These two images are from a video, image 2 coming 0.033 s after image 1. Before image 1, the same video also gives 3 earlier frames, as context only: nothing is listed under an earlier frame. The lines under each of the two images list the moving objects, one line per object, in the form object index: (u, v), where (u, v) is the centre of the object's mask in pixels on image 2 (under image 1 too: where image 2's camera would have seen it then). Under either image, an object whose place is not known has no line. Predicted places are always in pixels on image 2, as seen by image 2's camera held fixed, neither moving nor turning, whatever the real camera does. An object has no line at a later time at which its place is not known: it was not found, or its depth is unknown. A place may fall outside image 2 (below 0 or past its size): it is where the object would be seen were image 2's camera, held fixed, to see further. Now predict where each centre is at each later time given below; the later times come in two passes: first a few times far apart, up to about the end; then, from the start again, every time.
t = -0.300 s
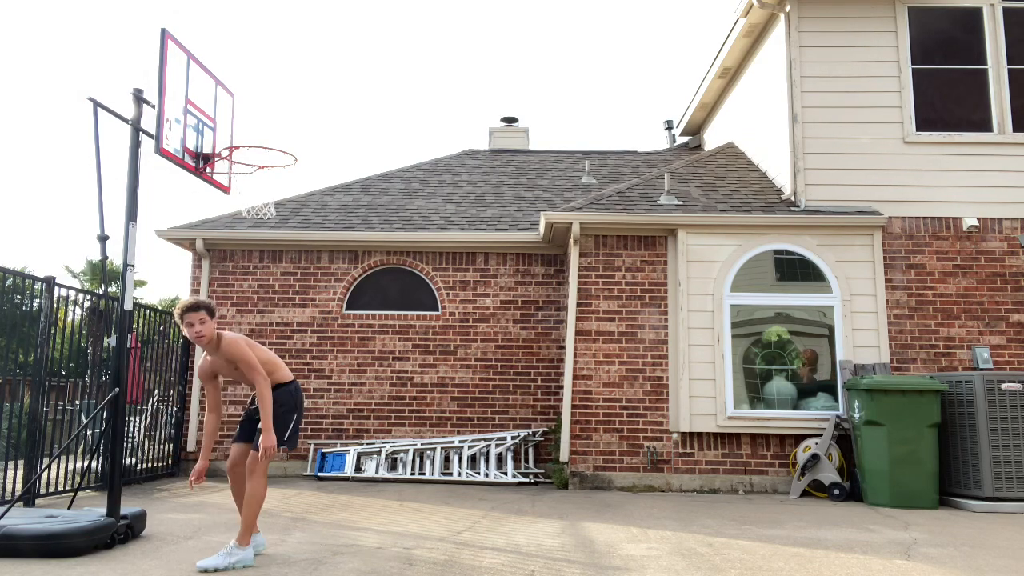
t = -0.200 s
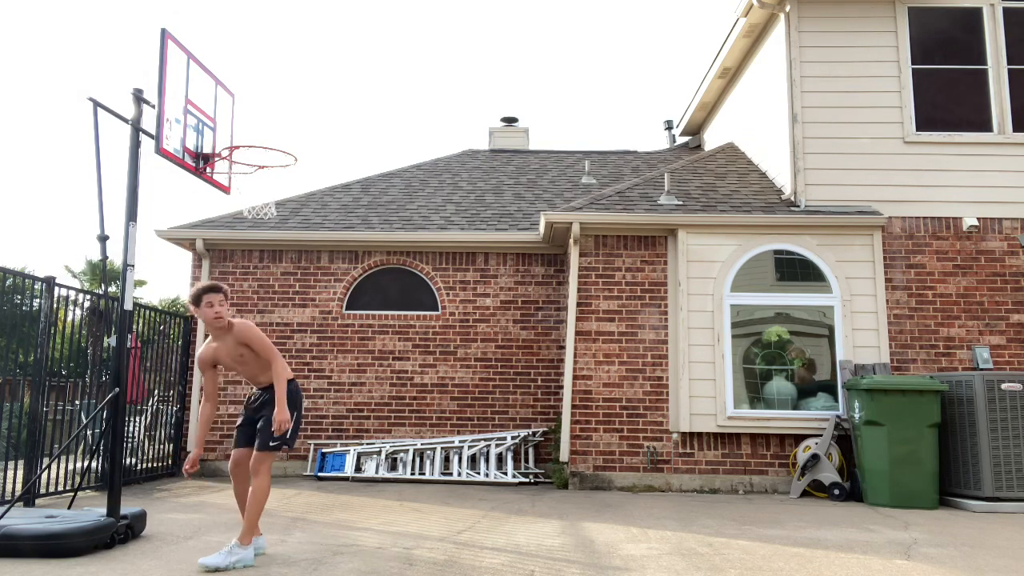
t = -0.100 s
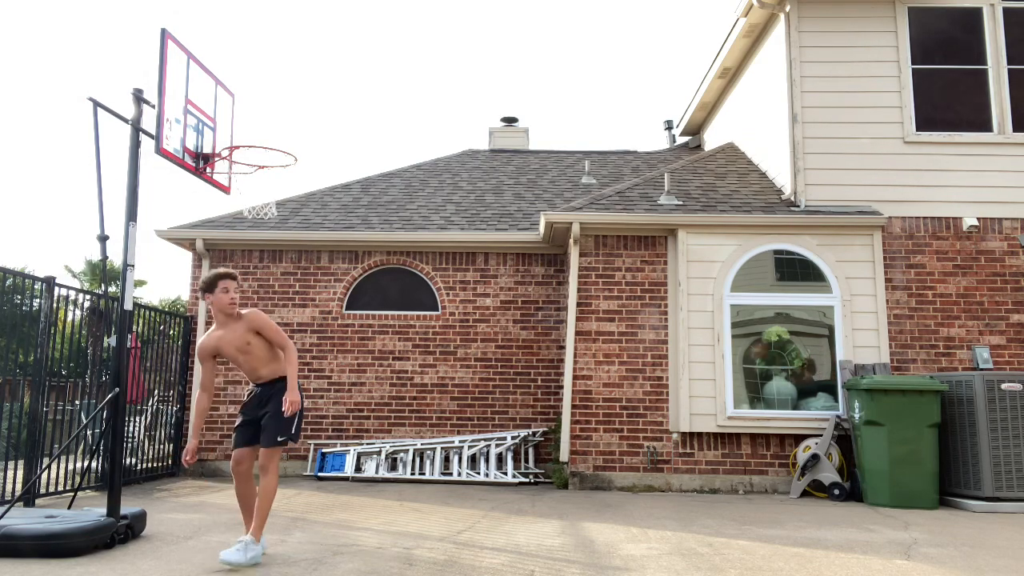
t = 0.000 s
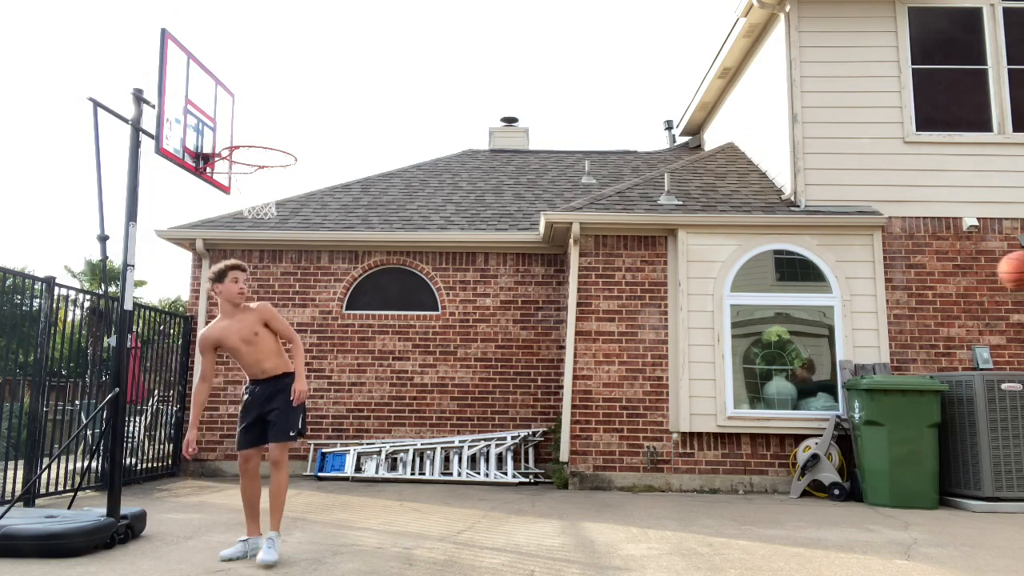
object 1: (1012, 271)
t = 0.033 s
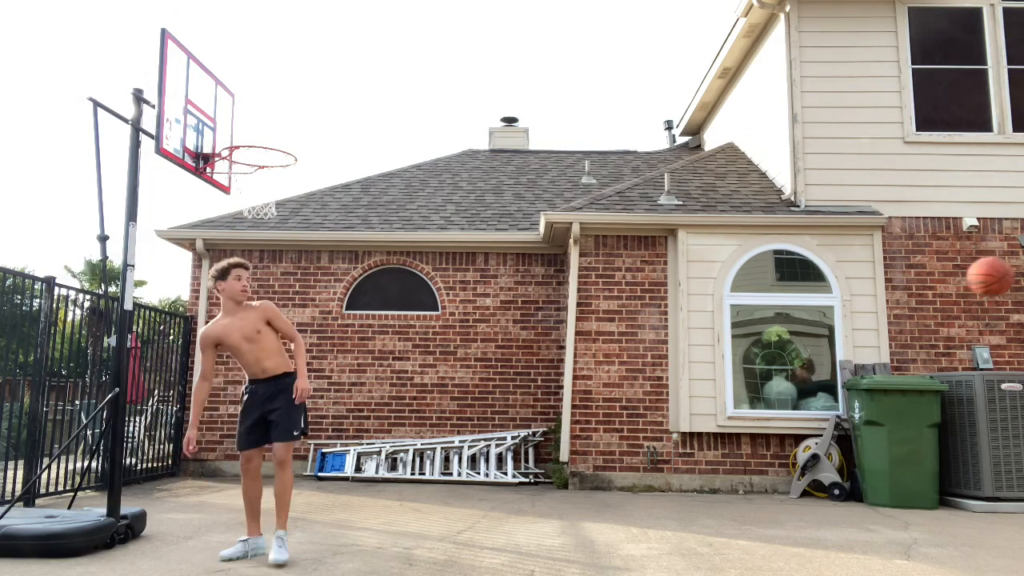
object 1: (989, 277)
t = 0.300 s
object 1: (753, 382)
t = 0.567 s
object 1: (557, 483)
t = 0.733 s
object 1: (487, 396)
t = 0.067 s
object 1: (960, 284)
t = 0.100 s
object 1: (929, 293)
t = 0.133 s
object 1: (900, 304)
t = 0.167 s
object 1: (870, 317)
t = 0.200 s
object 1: (840, 331)
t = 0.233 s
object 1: (811, 346)
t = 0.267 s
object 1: (783, 363)
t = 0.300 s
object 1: (753, 382)
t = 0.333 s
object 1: (725, 403)
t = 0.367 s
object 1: (697, 425)
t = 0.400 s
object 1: (669, 448)
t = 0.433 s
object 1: (641, 474)
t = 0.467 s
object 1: (613, 500)
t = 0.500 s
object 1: (586, 529)
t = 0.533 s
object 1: (571, 507)
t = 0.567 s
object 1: (557, 483)
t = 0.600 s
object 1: (543, 462)
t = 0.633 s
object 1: (529, 442)
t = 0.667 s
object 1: (515, 424)
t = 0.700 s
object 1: (501, 409)
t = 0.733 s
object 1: (487, 396)
